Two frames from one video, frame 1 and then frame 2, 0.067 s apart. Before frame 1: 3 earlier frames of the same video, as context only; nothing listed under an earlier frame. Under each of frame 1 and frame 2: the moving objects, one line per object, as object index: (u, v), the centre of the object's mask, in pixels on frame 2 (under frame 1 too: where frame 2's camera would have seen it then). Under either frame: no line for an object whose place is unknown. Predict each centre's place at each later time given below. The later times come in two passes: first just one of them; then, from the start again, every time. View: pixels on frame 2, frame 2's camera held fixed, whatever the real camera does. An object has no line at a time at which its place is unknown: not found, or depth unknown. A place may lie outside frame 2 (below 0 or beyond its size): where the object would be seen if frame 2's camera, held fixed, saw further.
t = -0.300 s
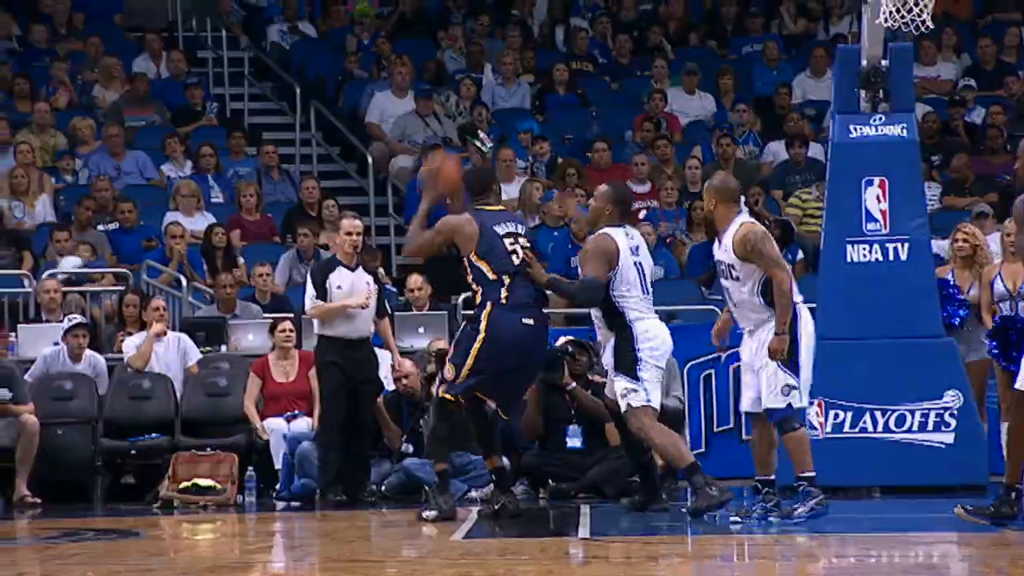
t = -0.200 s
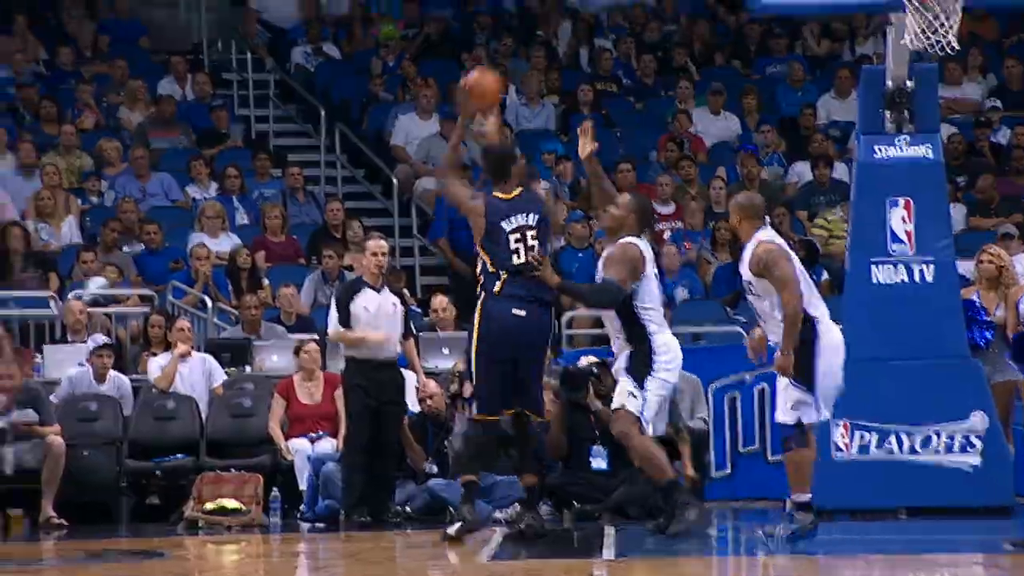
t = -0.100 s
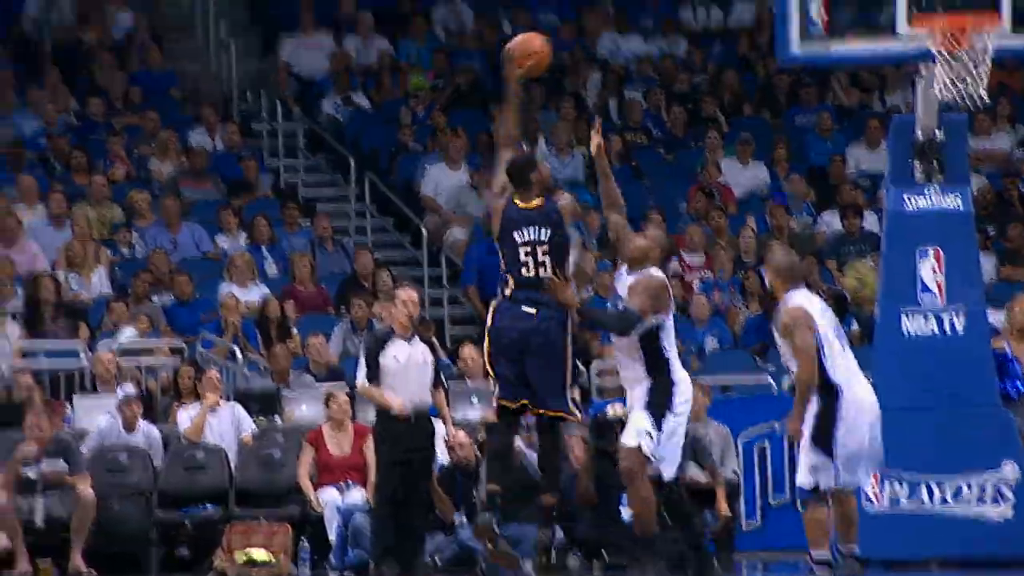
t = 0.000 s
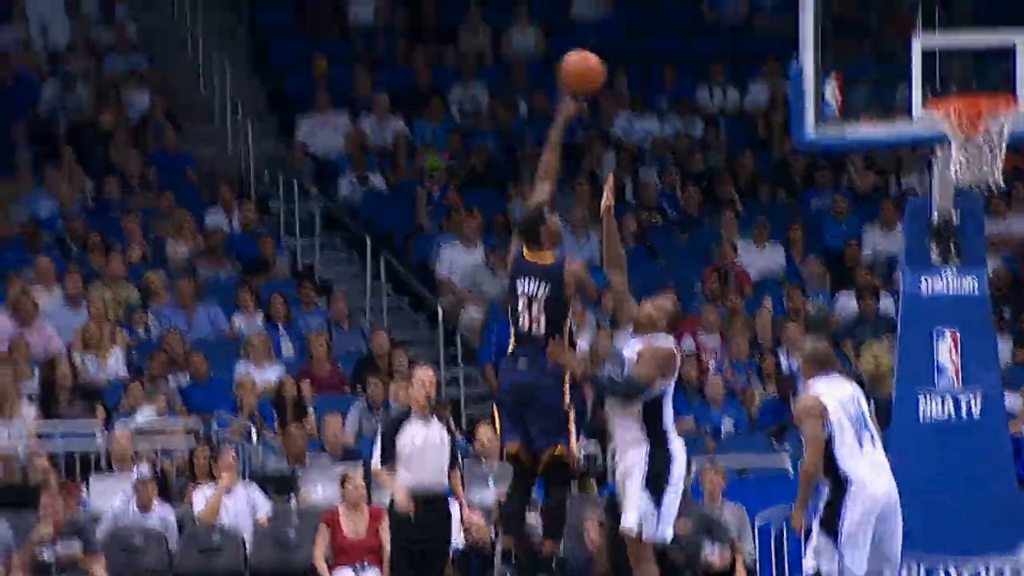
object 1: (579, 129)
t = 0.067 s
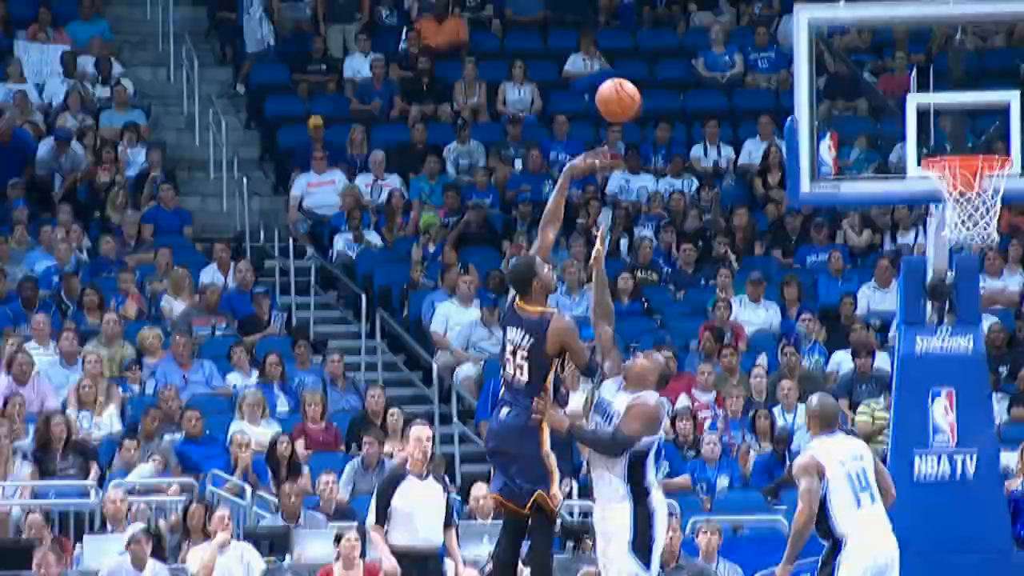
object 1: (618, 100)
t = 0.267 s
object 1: (746, 55)
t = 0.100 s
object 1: (640, 87)
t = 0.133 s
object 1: (660, 77)
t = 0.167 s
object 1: (681, 70)
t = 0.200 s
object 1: (703, 62)
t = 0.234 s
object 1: (724, 57)
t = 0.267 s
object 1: (746, 55)
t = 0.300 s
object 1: (767, 54)
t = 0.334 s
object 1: (788, 57)
